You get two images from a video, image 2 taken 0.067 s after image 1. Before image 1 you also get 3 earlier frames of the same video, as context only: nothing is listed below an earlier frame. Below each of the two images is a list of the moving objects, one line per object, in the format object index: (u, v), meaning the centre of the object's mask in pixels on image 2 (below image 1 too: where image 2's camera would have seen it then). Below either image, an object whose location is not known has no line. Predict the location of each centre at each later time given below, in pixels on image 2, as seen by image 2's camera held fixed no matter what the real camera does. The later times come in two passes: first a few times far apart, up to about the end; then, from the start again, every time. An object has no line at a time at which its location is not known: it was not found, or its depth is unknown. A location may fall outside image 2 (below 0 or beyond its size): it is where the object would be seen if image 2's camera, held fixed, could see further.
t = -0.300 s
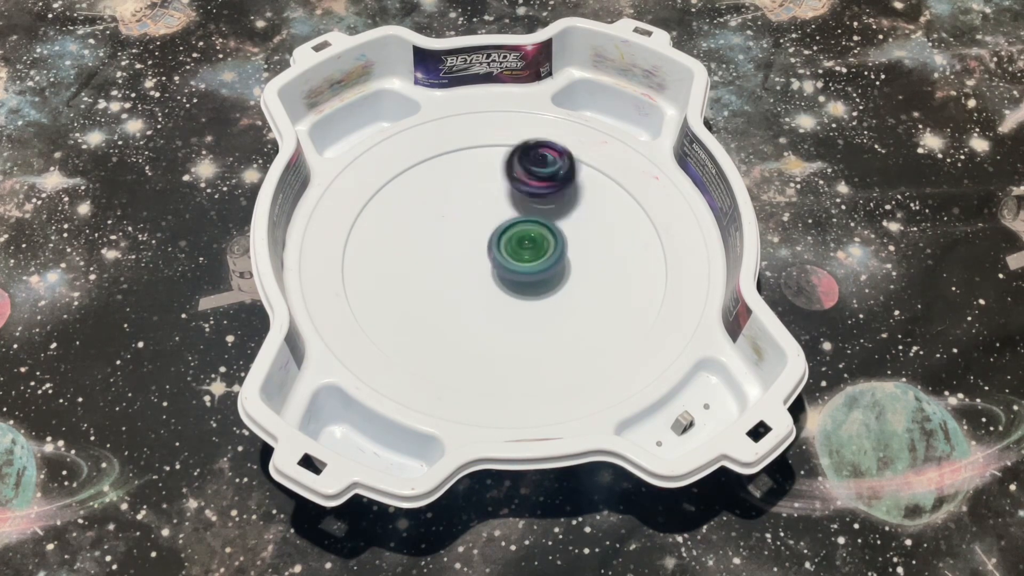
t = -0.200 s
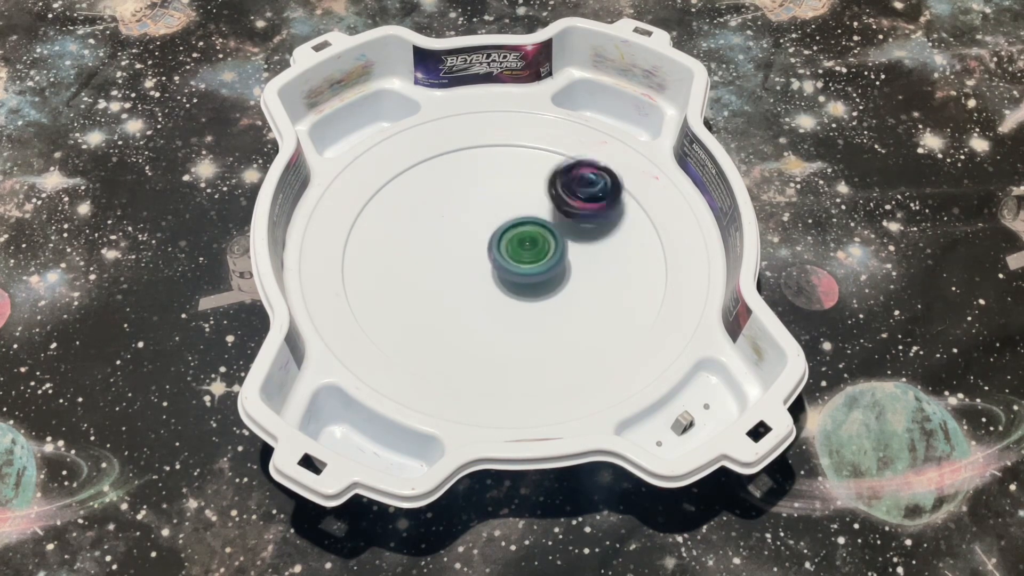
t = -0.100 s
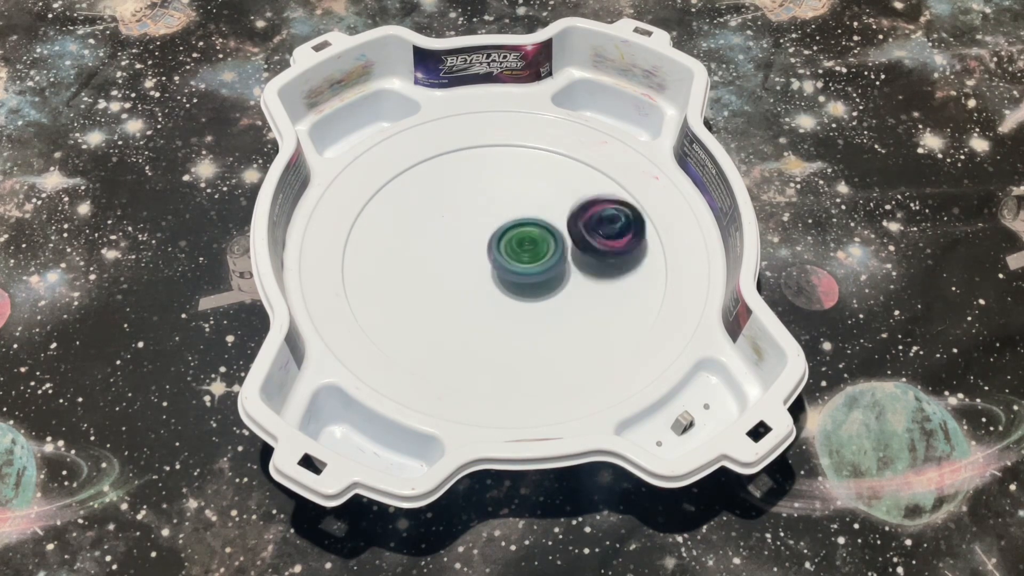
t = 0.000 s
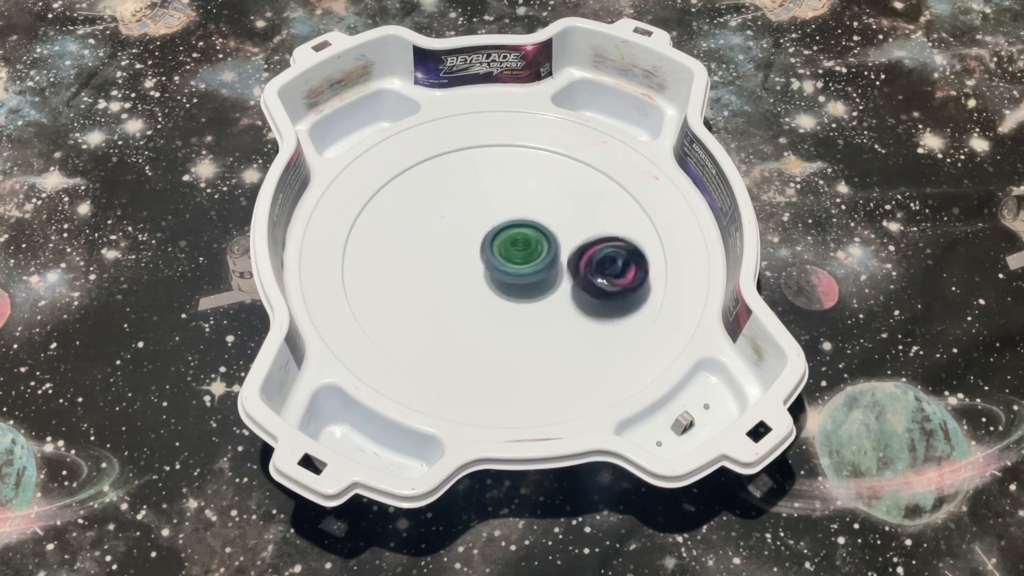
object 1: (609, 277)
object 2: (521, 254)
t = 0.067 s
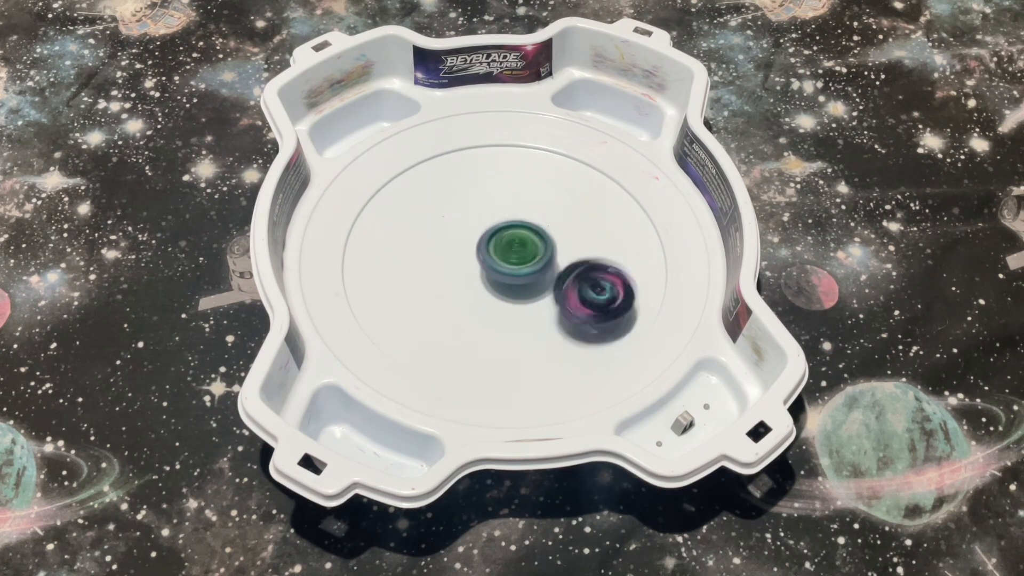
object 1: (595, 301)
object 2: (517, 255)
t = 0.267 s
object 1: (495, 322)
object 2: (505, 254)
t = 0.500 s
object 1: (414, 264)
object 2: (503, 245)
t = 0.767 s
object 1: (466, 182)
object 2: (517, 239)
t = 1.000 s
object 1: (572, 189)
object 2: (527, 255)
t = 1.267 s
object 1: (610, 257)
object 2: (522, 275)
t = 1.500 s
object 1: (578, 313)
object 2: (484, 272)
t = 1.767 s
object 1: (521, 309)
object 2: (469, 247)
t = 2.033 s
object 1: (484, 281)
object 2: (498, 215)
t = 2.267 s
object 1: (470, 274)
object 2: (528, 229)
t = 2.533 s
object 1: (462, 255)
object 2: (536, 260)
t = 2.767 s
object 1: (453, 225)
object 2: (536, 272)
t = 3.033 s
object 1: (460, 197)
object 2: (537, 263)
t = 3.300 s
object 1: (490, 209)
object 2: (569, 281)
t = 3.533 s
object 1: (505, 230)
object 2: (558, 282)
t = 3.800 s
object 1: (495, 227)
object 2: (493, 298)
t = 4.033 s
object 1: (495, 230)
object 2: (458, 288)
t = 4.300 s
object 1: (538, 237)
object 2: (460, 242)
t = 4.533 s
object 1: (574, 247)
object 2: (479, 217)
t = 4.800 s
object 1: (559, 254)
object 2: (493, 212)
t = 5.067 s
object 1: (523, 268)
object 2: (505, 207)
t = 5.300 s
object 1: (517, 282)
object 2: (509, 212)
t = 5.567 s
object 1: (516, 277)
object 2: (511, 212)
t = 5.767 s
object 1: (518, 280)
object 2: (512, 212)
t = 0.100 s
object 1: (582, 312)
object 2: (515, 255)
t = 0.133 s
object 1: (568, 320)
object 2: (512, 255)
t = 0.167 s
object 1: (550, 325)
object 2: (509, 256)
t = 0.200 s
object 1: (531, 327)
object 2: (507, 255)
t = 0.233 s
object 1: (515, 327)
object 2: (506, 255)
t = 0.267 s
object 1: (495, 322)
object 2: (505, 254)
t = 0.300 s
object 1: (478, 316)
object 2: (505, 253)
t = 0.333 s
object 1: (465, 311)
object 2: (505, 253)
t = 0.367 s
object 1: (450, 305)
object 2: (504, 252)
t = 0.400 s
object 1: (436, 297)
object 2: (503, 248)
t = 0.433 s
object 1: (427, 287)
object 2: (503, 249)
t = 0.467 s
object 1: (418, 276)
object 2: (503, 245)
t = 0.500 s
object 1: (414, 264)
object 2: (503, 245)
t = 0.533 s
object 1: (413, 253)
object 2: (503, 241)
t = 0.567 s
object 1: (416, 242)
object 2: (503, 239)
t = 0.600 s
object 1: (421, 231)
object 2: (504, 238)
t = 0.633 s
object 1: (429, 220)
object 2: (506, 240)
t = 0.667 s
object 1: (435, 209)
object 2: (510, 238)
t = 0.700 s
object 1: (443, 198)
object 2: (512, 241)
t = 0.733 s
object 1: (453, 190)
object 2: (514, 238)
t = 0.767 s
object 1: (466, 182)
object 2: (517, 239)
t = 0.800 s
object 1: (479, 177)
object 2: (520, 242)
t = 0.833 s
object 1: (494, 174)
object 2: (522, 242)
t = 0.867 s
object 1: (512, 174)
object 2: (524, 244)
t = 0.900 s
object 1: (529, 177)
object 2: (526, 245)
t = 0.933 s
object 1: (544, 180)
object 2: (528, 247)
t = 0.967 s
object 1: (558, 185)
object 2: (528, 250)
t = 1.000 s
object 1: (572, 189)
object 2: (527, 255)
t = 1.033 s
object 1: (584, 192)
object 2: (528, 258)
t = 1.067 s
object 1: (595, 198)
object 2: (528, 260)
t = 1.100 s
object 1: (604, 206)
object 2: (527, 262)
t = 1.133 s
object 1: (610, 214)
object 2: (527, 267)
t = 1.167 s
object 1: (615, 223)
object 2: (527, 270)
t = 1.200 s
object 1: (616, 234)
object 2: (525, 270)
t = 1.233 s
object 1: (615, 245)
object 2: (523, 273)
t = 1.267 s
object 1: (610, 257)
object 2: (522, 275)
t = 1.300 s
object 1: (602, 268)
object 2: (521, 279)
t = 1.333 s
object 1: (599, 277)
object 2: (514, 280)
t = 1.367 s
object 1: (594, 285)
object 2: (507, 280)
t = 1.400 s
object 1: (588, 292)
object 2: (502, 278)
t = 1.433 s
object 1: (583, 299)
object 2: (496, 279)
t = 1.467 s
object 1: (582, 306)
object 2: (488, 275)
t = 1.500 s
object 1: (578, 313)
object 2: (484, 272)
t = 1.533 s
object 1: (571, 316)
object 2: (480, 270)
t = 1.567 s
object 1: (567, 319)
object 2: (477, 267)
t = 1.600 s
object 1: (561, 321)
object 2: (474, 264)
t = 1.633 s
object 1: (554, 320)
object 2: (472, 261)
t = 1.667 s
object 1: (547, 320)
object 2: (470, 257)
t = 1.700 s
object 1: (539, 318)
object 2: (470, 257)
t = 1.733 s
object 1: (530, 314)
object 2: (469, 253)
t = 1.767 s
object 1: (521, 309)
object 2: (469, 247)
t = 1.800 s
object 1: (512, 302)
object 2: (469, 242)
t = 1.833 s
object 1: (507, 300)
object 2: (470, 233)
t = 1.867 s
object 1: (499, 297)
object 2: (474, 227)
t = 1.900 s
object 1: (496, 295)
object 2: (478, 223)
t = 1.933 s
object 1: (492, 292)
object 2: (483, 220)
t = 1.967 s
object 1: (490, 288)
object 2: (487, 217)
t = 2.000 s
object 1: (487, 286)
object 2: (492, 216)
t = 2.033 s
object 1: (484, 281)
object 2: (498, 215)
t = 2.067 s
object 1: (481, 278)
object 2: (503, 215)
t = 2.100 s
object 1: (478, 280)
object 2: (510, 215)
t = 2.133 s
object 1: (475, 279)
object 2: (515, 216)
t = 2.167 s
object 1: (473, 277)
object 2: (520, 219)
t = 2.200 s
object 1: (473, 277)
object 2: (523, 222)
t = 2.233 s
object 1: (470, 276)
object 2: (525, 226)
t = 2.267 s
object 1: (470, 274)
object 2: (528, 229)
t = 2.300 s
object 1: (471, 273)
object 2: (530, 232)
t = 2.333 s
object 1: (471, 271)
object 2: (531, 237)
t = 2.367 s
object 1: (469, 269)
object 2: (533, 241)
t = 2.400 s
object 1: (464, 266)
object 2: (537, 246)
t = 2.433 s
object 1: (463, 264)
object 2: (540, 250)
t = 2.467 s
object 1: (463, 261)
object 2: (541, 254)
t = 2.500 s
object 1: (463, 258)
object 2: (539, 257)
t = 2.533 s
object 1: (462, 255)
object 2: (536, 260)
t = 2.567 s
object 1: (461, 252)
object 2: (535, 262)
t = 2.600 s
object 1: (459, 249)
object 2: (536, 260)
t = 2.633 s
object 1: (459, 245)
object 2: (537, 259)
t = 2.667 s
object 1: (460, 241)
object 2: (534, 263)
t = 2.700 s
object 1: (459, 238)
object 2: (532, 264)
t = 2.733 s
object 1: (459, 232)
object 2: (531, 264)
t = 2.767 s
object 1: (453, 225)
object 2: (536, 272)
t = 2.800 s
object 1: (448, 208)
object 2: (540, 271)
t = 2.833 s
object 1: (446, 201)
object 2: (541, 272)
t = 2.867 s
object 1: (448, 205)
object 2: (539, 272)
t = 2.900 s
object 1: (449, 191)
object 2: (537, 270)
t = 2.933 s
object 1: (448, 189)
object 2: (537, 267)
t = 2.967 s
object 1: (453, 198)
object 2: (538, 266)
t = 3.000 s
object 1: (454, 188)
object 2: (538, 265)
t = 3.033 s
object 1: (460, 197)
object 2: (537, 263)
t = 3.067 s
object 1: (463, 187)
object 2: (537, 264)
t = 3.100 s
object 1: (471, 201)
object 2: (538, 259)
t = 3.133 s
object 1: (479, 203)
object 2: (540, 260)
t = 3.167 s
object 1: (485, 206)
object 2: (541, 259)
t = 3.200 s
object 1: (488, 208)
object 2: (545, 261)
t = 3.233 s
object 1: (488, 207)
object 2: (555, 269)
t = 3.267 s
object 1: (486, 199)
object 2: (565, 276)
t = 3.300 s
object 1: (490, 209)
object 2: (569, 281)
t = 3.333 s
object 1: (492, 211)
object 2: (571, 285)
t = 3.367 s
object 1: (494, 214)
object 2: (569, 287)
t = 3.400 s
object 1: (495, 216)
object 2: (567, 287)
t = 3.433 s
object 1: (497, 220)
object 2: (564, 288)
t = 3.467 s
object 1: (499, 216)
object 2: (562, 287)
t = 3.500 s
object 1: (501, 222)
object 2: (561, 286)
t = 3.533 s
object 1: (505, 230)
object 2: (558, 282)
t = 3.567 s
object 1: (505, 234)
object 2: (554, 282)
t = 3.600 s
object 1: (503, 235)
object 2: (550, 286)
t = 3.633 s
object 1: (502, 236)
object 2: (544, 287)
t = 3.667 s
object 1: (500, 238)
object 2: (536, 289)
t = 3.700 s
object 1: (500, 235)
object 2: (527, 292)
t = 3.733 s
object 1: (496, 232)
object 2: (517, 294)
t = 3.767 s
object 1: (497, 231)
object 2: (506, 296)
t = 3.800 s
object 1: (495, 227)
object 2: (493, 298)
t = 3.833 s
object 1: (494, 228)
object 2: (484, 298)
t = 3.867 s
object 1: (494, 228)
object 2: (475, 297)
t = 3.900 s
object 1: (493, 229)
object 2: (468, 296)
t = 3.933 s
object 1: (494, 229)
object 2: (462, 295)
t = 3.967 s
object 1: (494, 229)
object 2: (458, 291)
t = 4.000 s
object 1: (495, 230)
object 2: (456, 289)
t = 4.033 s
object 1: (495, 230)
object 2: (458, 288)
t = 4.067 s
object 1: (494, 231)
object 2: (457, 279)
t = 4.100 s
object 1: (498, 234)
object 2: (458, 276)
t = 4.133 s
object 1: (501, 235)
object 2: (459, 272)
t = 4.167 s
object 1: (506, 236)
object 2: (459, 267)
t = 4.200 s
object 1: (513, 238)
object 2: (460, 265)
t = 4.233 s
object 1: (520, 236)
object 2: (459, 255)
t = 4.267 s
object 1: (528, 236)
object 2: (459, 249)
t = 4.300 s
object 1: (538, 237)
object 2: (460, 242)
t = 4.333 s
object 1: (546, 237)
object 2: (461, 239)
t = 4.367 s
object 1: (553, 239)
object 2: (464, 232)
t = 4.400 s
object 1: (561, 240)
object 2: (465, 226)
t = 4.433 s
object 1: (566, 242)
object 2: (468, 225)
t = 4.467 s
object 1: (569, 244)
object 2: (471, 222)
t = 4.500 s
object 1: (573, 246)
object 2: (475, 220)
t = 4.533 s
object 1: (574, 247)
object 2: (479, 217)
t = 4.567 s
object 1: (575, 248)
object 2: (481, 215)
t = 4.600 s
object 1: (576, 247)
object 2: (483, 214)
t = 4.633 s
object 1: (573, 248)
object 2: (484, 213)
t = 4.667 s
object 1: (568, 249)
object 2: (485, 213)
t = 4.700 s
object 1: (568, 256)
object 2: (487, 213)
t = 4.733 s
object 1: (567, 255)
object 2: (489, 213)
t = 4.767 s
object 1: (564, 255)
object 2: (490, 212)
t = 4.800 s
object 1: (559, 254)
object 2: (493, 212)
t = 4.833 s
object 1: (554, 255)
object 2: (495, 211)
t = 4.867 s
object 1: (548, 255)
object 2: (498, 209)
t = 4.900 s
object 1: (542, 256)
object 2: (501, 206)
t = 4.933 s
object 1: (537, 258)
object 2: (506, 201)
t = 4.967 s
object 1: (533, 262)
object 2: (508, 203)
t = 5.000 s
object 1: (531, 264)
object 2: (508, 204)
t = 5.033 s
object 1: (527, 266)
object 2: (506, 205)
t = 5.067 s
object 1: (523, 268)
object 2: (505, 207)
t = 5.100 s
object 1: (521, 271)
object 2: (505, 207)
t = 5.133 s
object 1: (519, 273)
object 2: (506, 208)
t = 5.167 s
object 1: (517, 274)
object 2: (508, 208)
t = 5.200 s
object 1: (516, 277)
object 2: (509, 210)
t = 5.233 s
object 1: (515, 280)
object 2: (509, 211)
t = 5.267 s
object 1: (516, 281)
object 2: (509, 211)
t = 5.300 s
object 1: (517, 282)
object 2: (509, 212)
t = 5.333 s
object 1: (517, 283)
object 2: (509, 212)
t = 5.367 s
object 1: (517, 284)
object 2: (509, 212)
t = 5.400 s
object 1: (517, 284)
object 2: (510, 212)
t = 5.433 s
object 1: (517, 284)
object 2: (510, 212)
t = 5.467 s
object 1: (517, 283)
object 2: (510, 212)
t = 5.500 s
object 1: (517, 283)
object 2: (510, 212)
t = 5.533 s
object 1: (516, 278)
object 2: (510, 212)
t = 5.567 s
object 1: (516, 277)
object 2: (511, 212)
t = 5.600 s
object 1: (516, 277)
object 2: (511, 212)
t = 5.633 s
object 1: (516, 277)
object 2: (511, 212)
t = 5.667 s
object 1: (518, 281)
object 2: (512, 212)
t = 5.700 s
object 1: (518, 281)
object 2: (512, 212)
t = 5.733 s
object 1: (518, 280)
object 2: (512, 212)
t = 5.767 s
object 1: (518, 280)
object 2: (512, 212)
